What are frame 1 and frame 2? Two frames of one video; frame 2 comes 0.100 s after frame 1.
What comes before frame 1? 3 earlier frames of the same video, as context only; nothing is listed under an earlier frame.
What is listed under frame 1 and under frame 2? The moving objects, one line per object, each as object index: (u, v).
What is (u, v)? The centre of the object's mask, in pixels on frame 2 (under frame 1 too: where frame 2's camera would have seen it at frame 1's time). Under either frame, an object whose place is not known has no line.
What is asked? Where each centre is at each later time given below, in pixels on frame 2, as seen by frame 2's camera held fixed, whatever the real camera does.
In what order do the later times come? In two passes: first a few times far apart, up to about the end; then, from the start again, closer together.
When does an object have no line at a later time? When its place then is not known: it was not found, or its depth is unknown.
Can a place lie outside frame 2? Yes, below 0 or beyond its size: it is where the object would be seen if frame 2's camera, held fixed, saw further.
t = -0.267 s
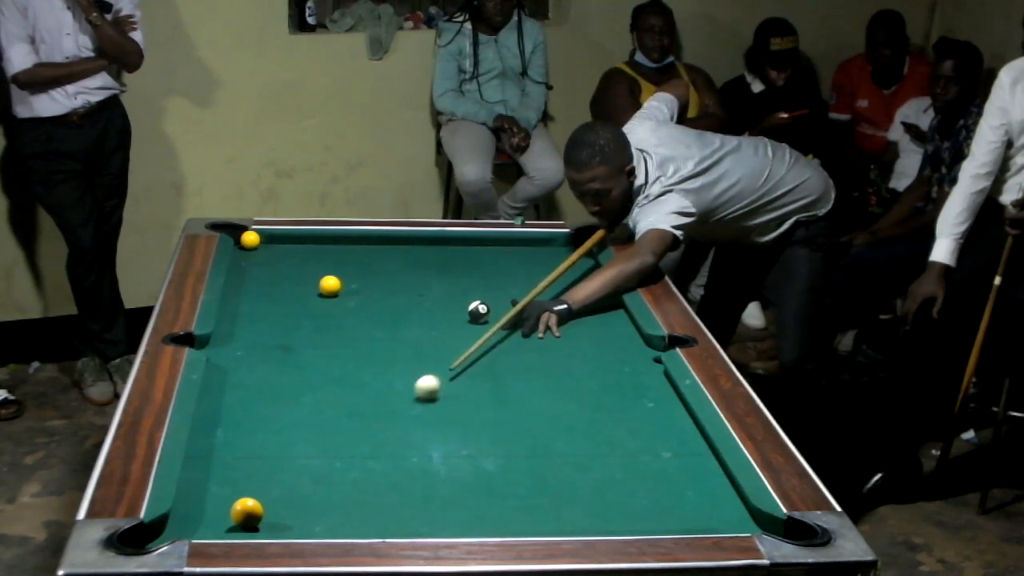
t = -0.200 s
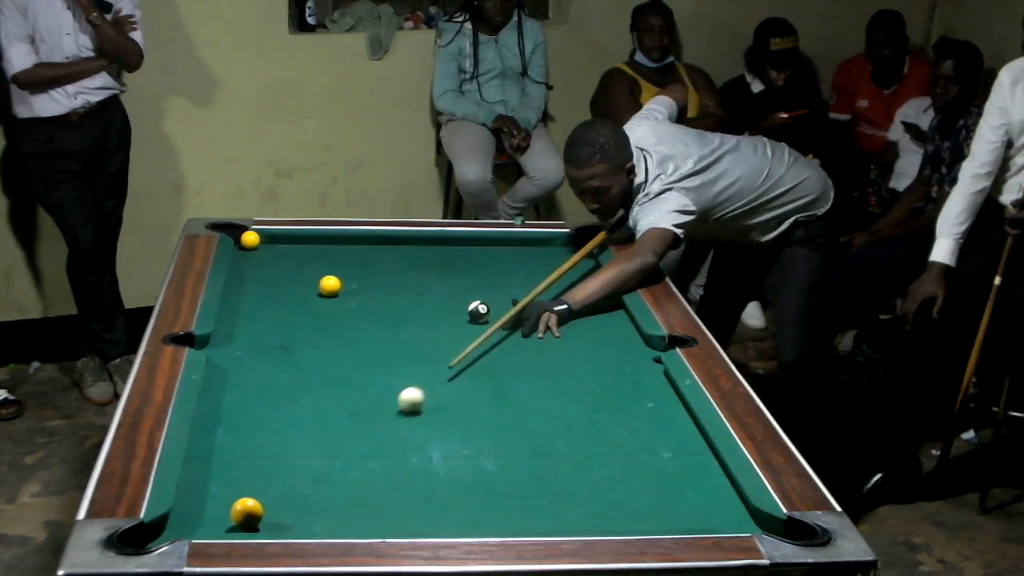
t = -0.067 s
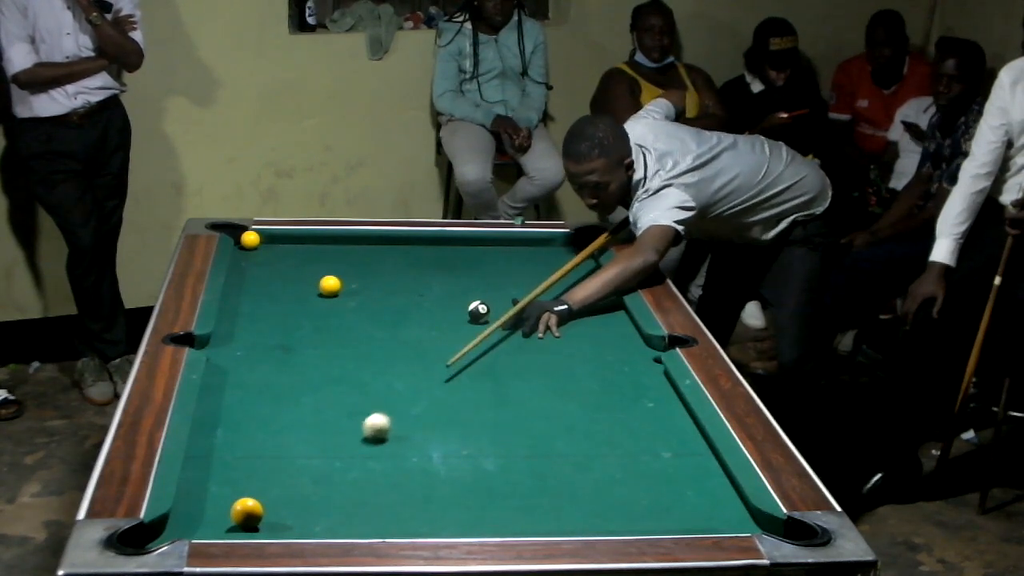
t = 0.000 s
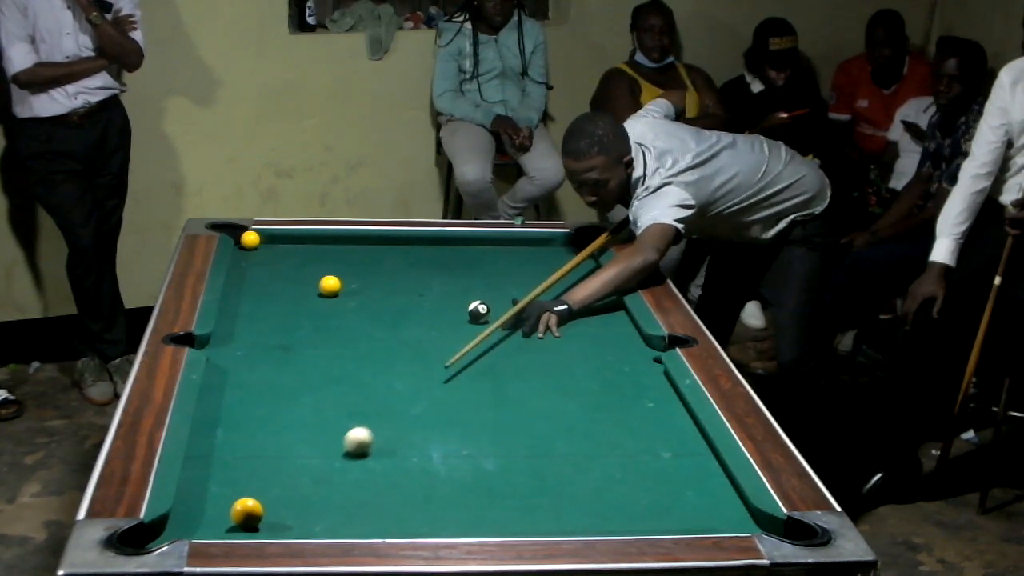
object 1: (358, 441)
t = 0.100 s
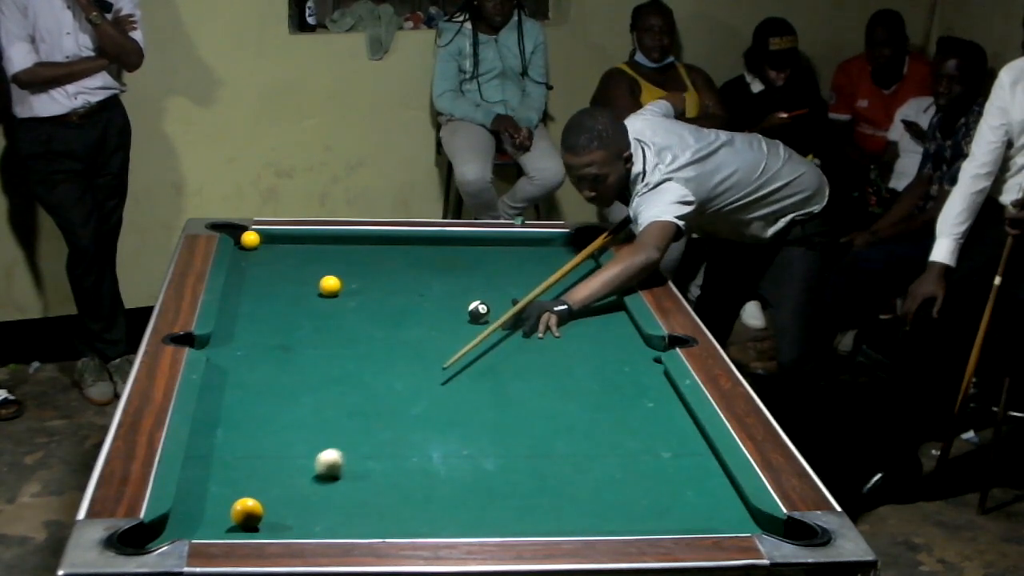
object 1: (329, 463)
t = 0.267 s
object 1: (277, 502)
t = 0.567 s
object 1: (303, 522)
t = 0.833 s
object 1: (323, 501)
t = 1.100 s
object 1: (340, 481)
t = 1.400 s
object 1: (356, 461)
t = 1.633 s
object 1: (366, 448)
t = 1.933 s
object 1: (378, 434)
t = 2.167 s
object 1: (385, 424)
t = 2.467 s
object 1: (394, 415)
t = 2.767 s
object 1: (401, 407)
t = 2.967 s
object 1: (404, 403)
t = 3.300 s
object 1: (409, 398)
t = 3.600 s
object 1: (412, 395)
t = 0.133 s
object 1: (319, 470)
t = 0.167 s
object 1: (309, 478)
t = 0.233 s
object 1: (289, 494)
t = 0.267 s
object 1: (277, 502)
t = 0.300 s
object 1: (276, 508)
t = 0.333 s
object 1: (282, 511)
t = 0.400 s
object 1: (289, 519)
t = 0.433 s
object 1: (291, 522)
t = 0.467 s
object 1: (294, 524)
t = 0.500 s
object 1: (297, 526)
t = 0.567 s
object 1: (303, 522)
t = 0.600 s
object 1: (305, 521)
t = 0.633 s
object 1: (308, 519)
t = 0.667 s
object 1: (311, 517)
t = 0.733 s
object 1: (316, 510)
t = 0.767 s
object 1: (318, 507)
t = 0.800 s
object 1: (320, 504)
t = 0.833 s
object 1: (323, 501)
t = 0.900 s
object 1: (327, 496)
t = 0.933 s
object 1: (329, 493)
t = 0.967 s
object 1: (331, 490)
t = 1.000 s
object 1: (334, 488)
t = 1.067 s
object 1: (338, 483)
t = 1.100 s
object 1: (340, 481)
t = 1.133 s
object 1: (342, 478)
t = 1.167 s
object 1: (343, 476)
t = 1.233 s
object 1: (347, 471)
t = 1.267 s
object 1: (349, 469)
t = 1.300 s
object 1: (351, 467)
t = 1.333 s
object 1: (352, 465)
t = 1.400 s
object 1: (356, 461)
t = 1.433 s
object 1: (357, 459)
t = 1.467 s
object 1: (359, 457)
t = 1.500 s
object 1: (360, 455)
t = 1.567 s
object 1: (364, 451)
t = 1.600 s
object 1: (365, 450)
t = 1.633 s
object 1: (366, 448)
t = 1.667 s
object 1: (368, 446)
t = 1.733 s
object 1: (370, 443)
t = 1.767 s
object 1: (372, 441)
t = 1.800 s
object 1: (373, 440)
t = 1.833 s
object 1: (374, 438)
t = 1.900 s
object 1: (377, 435)
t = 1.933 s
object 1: (378, 434)
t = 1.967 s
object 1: (379, 432)
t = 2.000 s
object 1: (380, 431)
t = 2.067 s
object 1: (382, 428)
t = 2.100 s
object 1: (383, 427)
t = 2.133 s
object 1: (384, 425)
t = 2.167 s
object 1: (385, 424)
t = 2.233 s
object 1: (387, 422)
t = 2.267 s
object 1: (388, 421)
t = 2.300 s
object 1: (389, 420)
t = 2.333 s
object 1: (390, 419)
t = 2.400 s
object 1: (392, 416)
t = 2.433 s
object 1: (393, 415)
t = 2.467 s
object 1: (394, 415)
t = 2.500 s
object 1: (395, 413)
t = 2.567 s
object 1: (396, 412)
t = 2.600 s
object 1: (397, 410)
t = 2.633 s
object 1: (397, 410)
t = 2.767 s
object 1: (401, 407)
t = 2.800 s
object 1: (401, 406)
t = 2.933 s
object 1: (403, 404)
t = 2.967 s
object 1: (404, 403)
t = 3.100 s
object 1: (406, 401)
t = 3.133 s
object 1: (407, 400)
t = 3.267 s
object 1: (408, 398)
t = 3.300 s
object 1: (409, 398)
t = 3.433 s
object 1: (410, 397)
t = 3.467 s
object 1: (410, 396)
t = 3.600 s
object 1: (412, 395)
